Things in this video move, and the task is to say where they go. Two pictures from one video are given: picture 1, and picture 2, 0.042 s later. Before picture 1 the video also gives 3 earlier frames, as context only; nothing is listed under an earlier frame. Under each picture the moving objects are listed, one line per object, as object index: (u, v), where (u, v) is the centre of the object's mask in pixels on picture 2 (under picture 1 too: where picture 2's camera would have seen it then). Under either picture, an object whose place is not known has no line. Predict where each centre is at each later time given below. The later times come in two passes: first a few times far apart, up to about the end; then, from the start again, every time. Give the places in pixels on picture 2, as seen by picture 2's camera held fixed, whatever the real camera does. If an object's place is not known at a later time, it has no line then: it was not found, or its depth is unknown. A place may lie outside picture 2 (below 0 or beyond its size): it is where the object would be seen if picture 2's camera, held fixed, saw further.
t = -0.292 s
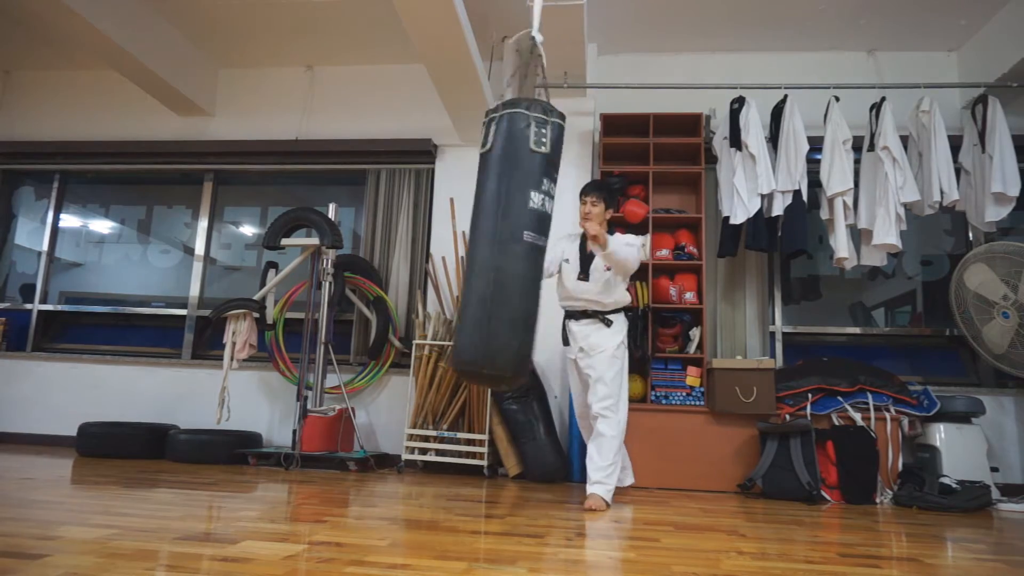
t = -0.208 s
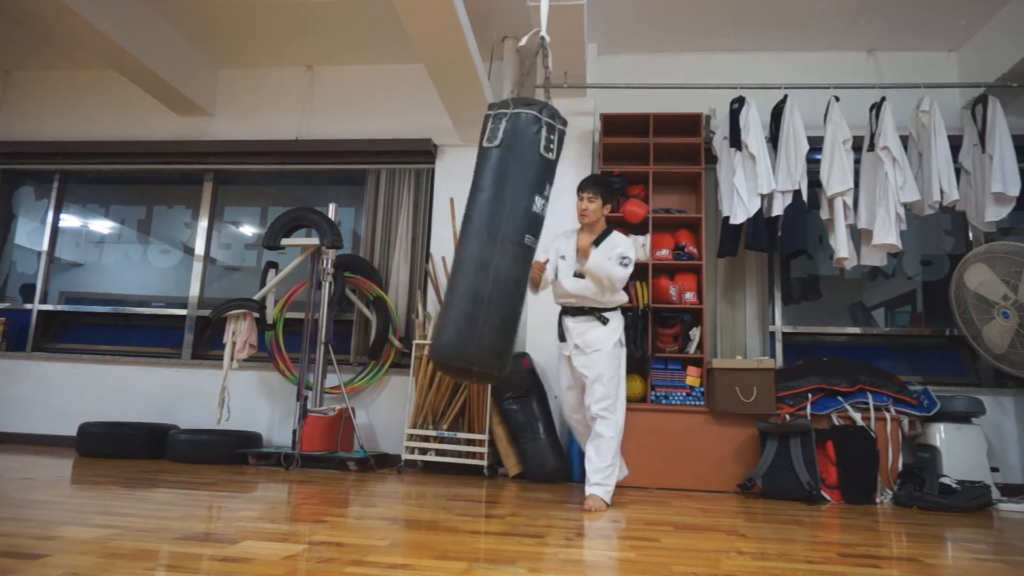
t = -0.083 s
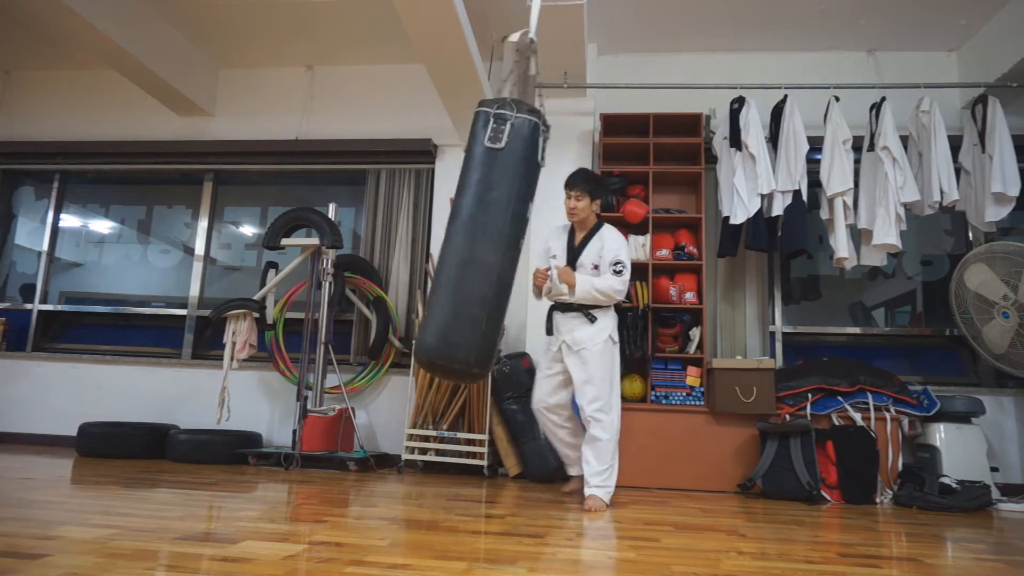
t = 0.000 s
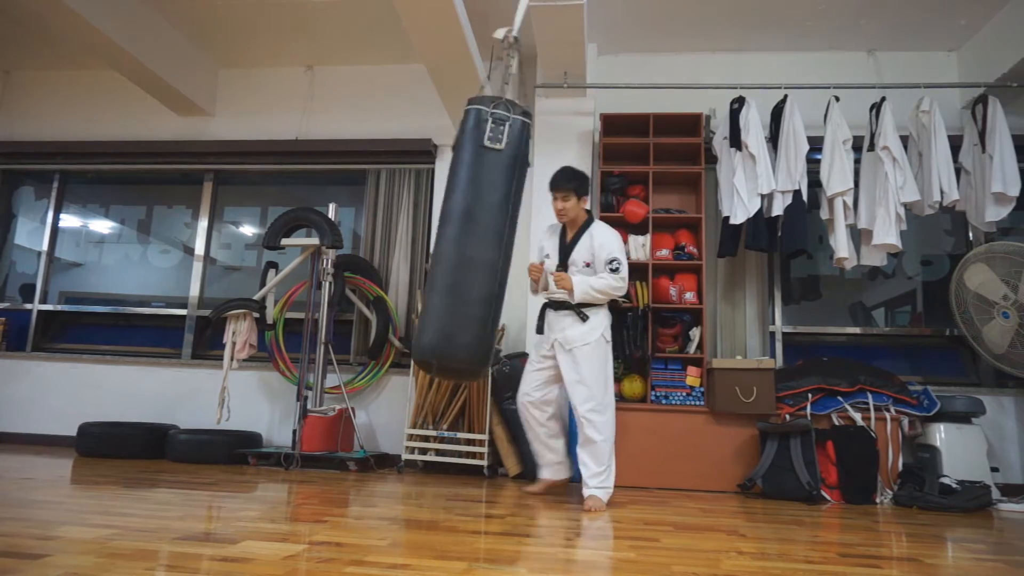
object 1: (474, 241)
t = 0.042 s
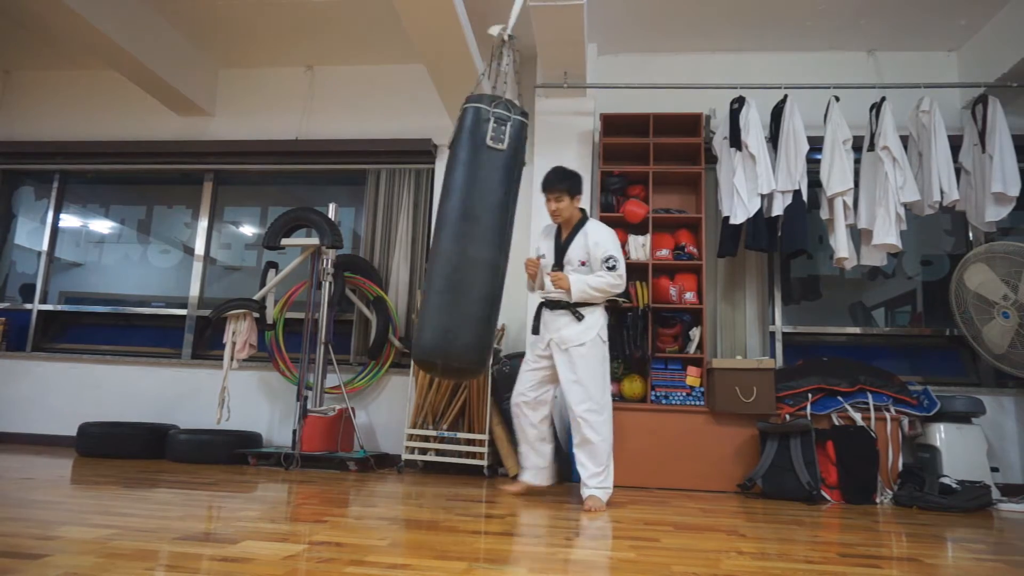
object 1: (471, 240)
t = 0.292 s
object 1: (473, 237)
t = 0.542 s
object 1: (492, 239)
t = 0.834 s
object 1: (539, 244)
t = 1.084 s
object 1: (576, 240)
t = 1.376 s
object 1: (602, 238)
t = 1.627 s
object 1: (596, 241)
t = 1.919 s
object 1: (562, 245)
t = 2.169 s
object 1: (523, 243)
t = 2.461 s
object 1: (483, 240)
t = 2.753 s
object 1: (470, 237)
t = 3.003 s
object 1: (484, 239)
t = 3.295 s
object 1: (522, 243)
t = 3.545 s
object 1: (564, 243)
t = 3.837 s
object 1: (596, 239)
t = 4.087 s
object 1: (601, 239)
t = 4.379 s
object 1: (575, 243)
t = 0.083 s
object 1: (470, 238)
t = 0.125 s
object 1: (469, 238)
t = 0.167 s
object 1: (469, 238)
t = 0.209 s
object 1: (469, 238)
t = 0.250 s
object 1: (471, 237)
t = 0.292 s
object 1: (473, 237)
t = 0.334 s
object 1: (475, 238)
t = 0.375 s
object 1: (478, 239)
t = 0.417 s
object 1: (481, 240)
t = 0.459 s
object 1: (484, 240)
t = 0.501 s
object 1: (488, 240)
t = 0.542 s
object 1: (492, 239)
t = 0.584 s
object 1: (498, 240)
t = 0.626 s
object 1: (503, 241)
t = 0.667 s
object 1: (510, 243)
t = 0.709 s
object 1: (517, 243)
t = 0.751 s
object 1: (524, 244)
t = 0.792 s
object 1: (532, 243)
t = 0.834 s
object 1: (539, 244)
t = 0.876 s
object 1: (546, 243)
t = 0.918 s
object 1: (552, 243)
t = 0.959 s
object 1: (558, 242)
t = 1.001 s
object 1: (564, 241)
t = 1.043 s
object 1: (569, 240)
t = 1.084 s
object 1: (576, 240)
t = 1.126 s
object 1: (582, 241)
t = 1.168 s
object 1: (587, 240)
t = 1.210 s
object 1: (592, 239)
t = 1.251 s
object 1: (595, 239)
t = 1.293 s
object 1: (598, 238)
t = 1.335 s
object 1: (600, 238)
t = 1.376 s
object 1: (602, 238)
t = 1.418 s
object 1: (602, 239)
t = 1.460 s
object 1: (602, 239)
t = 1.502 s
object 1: (601, 239)
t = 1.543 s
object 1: (600, 239)
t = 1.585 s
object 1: (598, 240)
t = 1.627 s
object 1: (596, 241)
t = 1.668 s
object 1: (593, 242)
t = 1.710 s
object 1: (590, 242)
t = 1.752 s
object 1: (586, 243)
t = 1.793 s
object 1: (581, 243)
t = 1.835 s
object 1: (575, 244)
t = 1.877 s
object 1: (569, 244)
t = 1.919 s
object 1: (562, 245)
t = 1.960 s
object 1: (556, 244)
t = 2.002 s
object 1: (549, 244)
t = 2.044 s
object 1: (542, 244)
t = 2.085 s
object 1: (535, 244)
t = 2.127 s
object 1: (529, 244)
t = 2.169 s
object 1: (523, 243)
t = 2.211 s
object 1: (517, 243)
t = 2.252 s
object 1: (510, 243)
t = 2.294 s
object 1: (504, 243)
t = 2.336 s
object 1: (498, 242)
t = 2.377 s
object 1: (492, 242)
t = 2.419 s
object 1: (487, 241)
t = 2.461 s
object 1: (483, 240)
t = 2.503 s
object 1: (479, 239)
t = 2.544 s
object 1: (476, 239)
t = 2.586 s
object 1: (474, 239)
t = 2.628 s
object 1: (473, 238)
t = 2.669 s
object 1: (471, 237)
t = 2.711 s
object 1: (471, 237)
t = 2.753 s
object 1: (470, 237)
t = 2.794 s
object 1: (471, 237)
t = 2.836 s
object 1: (472, 237)
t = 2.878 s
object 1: (474, 238)
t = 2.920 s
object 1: (476, 238)
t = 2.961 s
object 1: (480, 238)
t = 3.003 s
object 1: (484, 239)
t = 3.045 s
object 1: (488, 239)
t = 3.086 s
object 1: (493, 240)
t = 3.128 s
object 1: (498, 240)
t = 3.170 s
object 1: (504, 240)
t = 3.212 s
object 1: (510, 241)
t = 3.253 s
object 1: (516, 242)
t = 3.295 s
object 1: (522, 243)
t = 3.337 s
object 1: (529, 243)
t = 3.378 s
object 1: (536, 244)
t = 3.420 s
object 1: (543, 245)
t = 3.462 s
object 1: (550, 244)
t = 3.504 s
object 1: (557, 243)
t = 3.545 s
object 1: (564, 243)
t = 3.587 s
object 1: (570, 242)
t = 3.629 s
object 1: (575, 241)
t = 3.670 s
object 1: (581, 241)
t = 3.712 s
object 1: (585, 241)
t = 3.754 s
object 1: (590, 240)
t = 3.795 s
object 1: (593, 239)
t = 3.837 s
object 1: (596, 239)
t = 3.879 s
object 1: (599, 238)
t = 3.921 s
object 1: (601, 238)
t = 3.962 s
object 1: (602, 238)
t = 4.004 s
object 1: (602, 238)
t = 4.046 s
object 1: (602, 238)
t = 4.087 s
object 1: (601, 239)
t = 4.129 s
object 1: (599, 239)
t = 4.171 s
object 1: (597, 239)
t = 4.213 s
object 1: (594, 240)
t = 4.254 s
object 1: (589, 241)
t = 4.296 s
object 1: (586, 243)
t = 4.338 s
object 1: (580, 242)
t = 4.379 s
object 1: (575, 243)
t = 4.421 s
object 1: (569, 245)
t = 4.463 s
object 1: (563, 245)
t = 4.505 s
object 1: (557, 245)
